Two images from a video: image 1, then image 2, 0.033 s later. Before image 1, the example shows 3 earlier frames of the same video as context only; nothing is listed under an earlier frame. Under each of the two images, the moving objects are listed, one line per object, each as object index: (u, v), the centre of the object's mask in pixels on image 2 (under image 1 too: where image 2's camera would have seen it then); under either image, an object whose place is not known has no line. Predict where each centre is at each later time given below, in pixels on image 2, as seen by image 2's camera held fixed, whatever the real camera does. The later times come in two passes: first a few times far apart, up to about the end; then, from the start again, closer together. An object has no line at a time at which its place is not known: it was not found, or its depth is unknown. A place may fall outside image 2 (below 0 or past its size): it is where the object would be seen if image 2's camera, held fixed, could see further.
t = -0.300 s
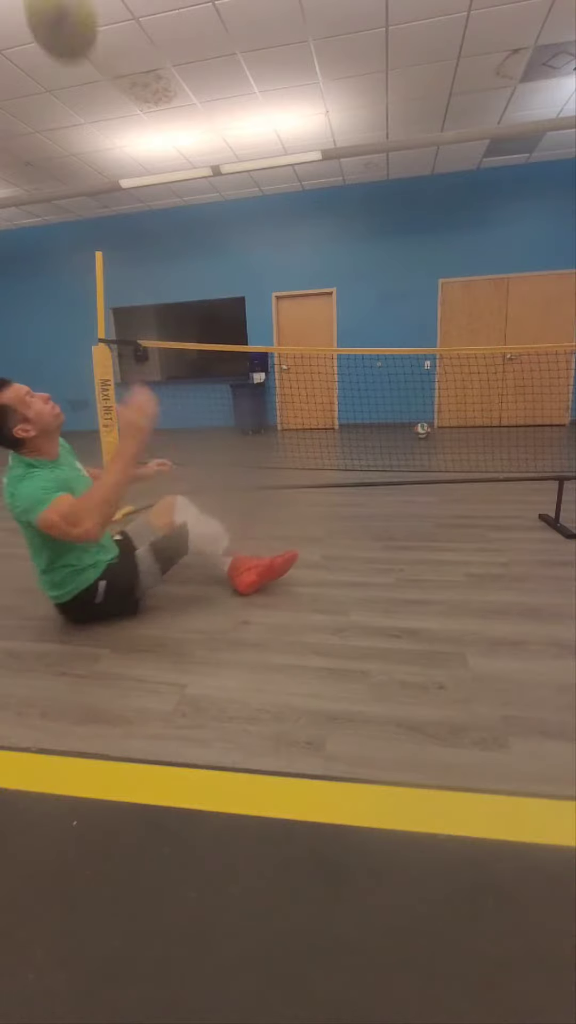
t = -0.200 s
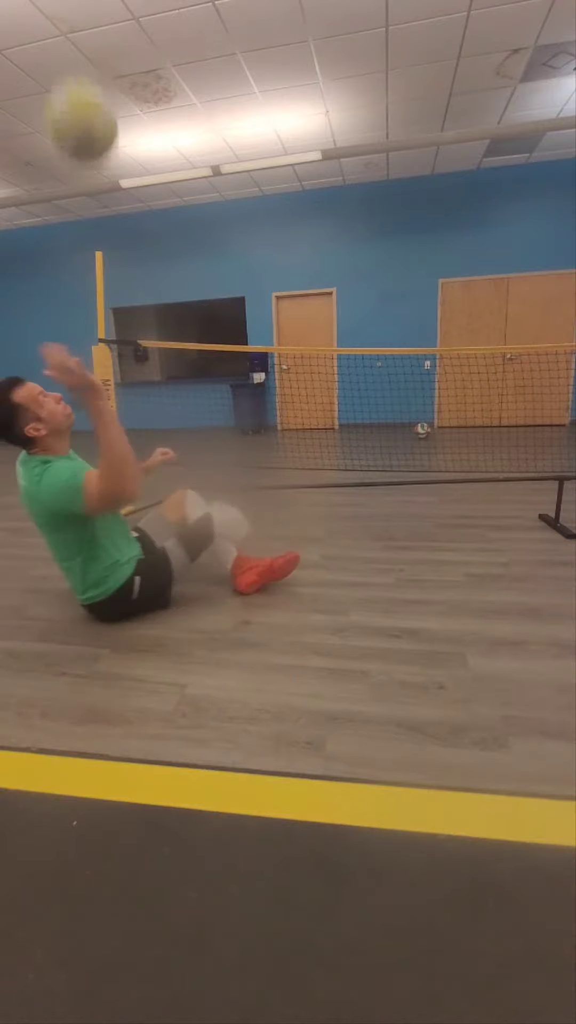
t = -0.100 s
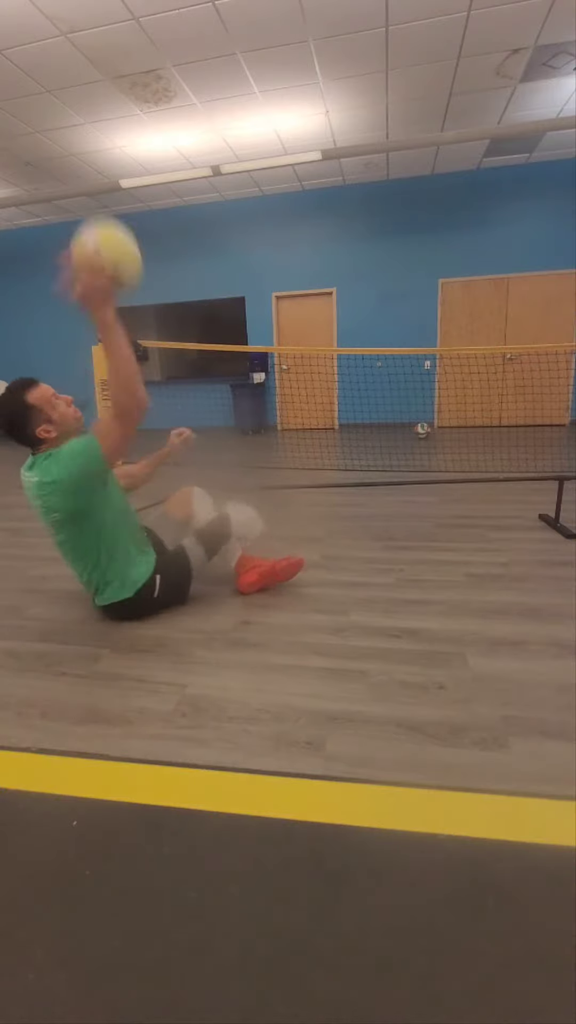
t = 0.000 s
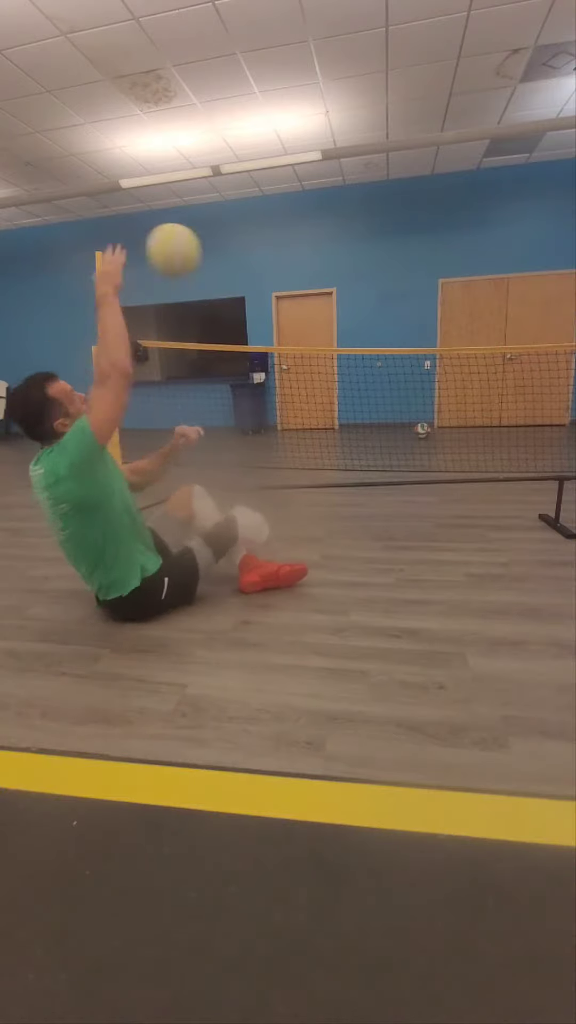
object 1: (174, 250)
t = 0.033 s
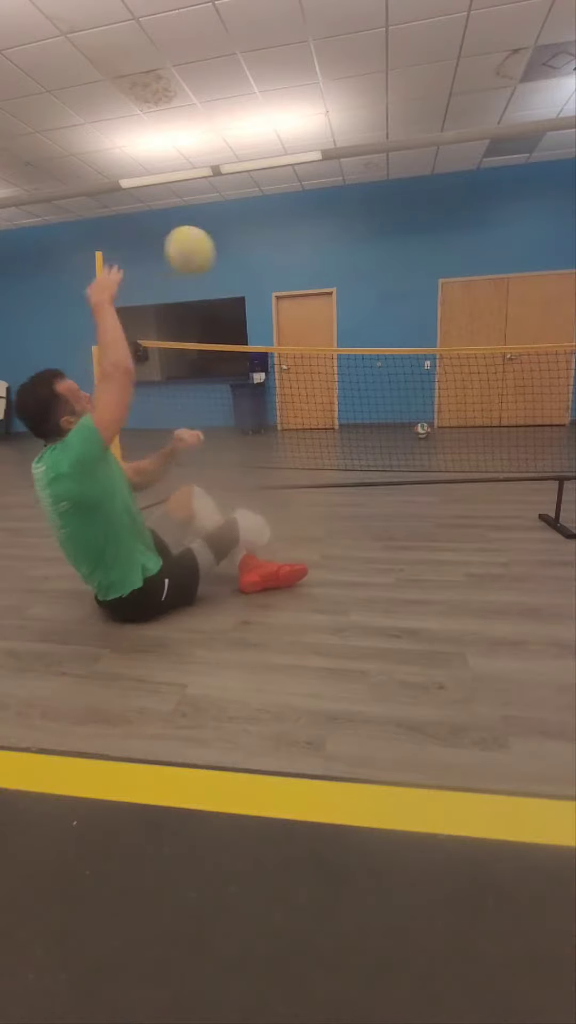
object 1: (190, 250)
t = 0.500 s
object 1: (288, 372)
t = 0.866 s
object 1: (305, 393)
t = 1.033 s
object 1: (305, 375)
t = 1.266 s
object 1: (304, 373)
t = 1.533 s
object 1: (291, 389)
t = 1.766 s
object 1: (281, 430)
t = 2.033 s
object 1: (273, 405)
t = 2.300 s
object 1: (267, 430)
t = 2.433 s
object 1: (264, 435)
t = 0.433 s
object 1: (281, 348)
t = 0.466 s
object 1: (286, 362)
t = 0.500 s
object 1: (288, 372)
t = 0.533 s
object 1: (291, 385)
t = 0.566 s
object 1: (295, 396)
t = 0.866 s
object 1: (305, 393)
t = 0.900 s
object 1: (305, 387)
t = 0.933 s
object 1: (305, 383)
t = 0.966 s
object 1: (304, 380)
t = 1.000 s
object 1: (305, 377)
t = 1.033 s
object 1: (305, 375)
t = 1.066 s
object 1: (306, 374)
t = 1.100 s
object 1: (306, 374)
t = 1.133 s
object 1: (306, 374)
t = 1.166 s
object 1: (307, 375)
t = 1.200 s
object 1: (307, 375)
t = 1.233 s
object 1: (305, 374)
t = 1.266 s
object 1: (304, 373)
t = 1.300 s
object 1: (303, 373)
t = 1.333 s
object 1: (302, 372)
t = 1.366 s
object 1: (299, 373)
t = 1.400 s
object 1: (298, 374)
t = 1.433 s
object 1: (296, 376)
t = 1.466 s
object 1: (295, 379)
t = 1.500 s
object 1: (292, 383)
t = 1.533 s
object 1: (291, 389)
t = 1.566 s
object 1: (289, 395)
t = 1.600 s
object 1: (287, 400)
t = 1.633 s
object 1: (285, 409)
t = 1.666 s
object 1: (284, 416)
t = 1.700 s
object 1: (283, 427)
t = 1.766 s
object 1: (281, 430)
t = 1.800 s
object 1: (279, 424)
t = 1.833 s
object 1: (277, 419)
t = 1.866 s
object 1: (277, 415)
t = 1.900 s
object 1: (276, 412)
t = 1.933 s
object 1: (275, 409)
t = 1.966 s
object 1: (274, 407)
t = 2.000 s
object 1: (274, 405)
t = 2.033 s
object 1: (273, 405)
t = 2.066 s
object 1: (273, 405)
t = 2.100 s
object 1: (271, 406)
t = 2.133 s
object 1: (270, 407)
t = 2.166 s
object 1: (270, 410)
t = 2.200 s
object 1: (269, 415)
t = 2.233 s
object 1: (269, 419)
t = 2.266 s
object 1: (268, 424)
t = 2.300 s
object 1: (267, 430)
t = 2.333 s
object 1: (267, 438)
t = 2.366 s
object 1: (267, 444)
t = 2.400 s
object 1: (266, 440)
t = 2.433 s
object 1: (264, 435)
